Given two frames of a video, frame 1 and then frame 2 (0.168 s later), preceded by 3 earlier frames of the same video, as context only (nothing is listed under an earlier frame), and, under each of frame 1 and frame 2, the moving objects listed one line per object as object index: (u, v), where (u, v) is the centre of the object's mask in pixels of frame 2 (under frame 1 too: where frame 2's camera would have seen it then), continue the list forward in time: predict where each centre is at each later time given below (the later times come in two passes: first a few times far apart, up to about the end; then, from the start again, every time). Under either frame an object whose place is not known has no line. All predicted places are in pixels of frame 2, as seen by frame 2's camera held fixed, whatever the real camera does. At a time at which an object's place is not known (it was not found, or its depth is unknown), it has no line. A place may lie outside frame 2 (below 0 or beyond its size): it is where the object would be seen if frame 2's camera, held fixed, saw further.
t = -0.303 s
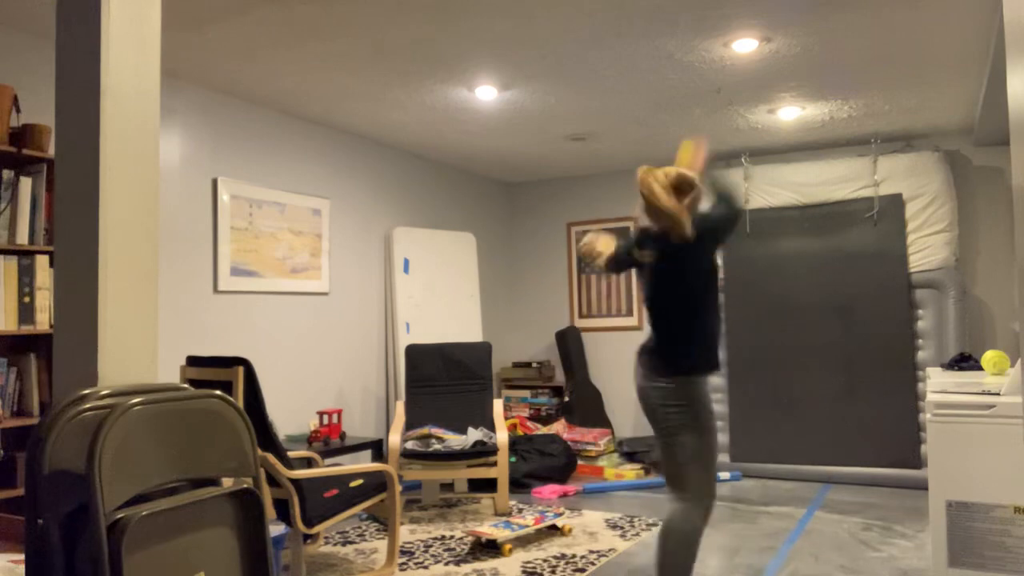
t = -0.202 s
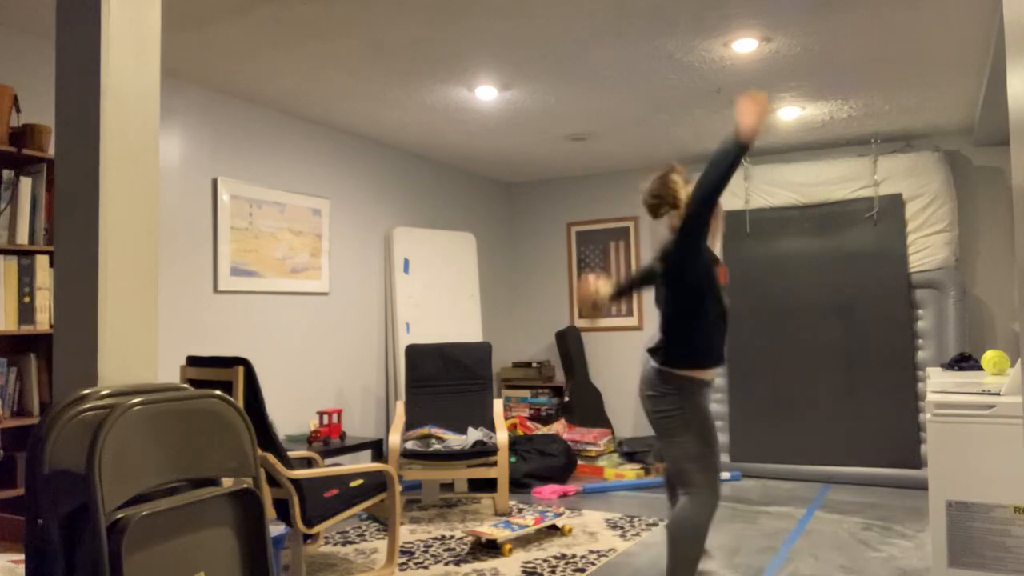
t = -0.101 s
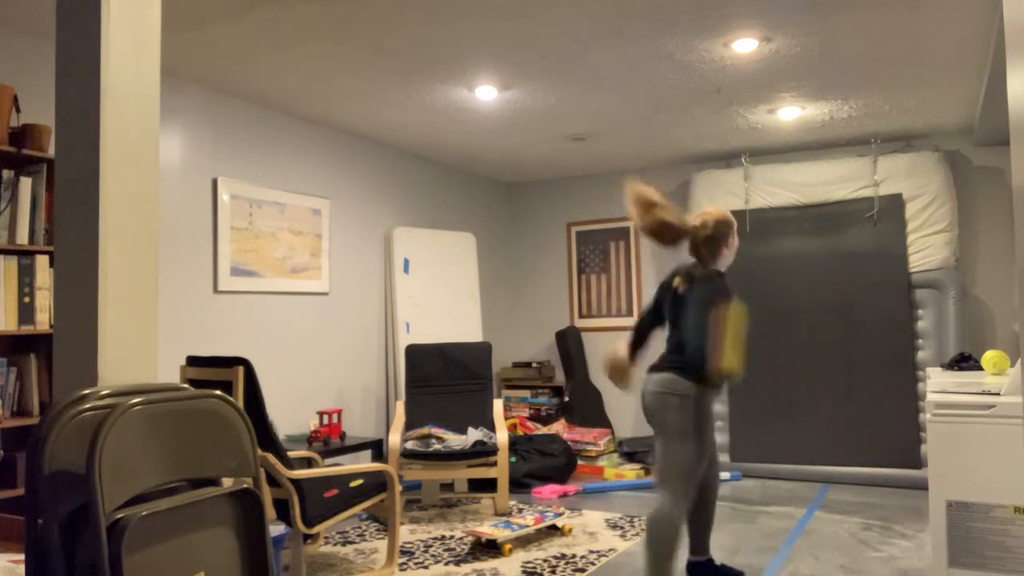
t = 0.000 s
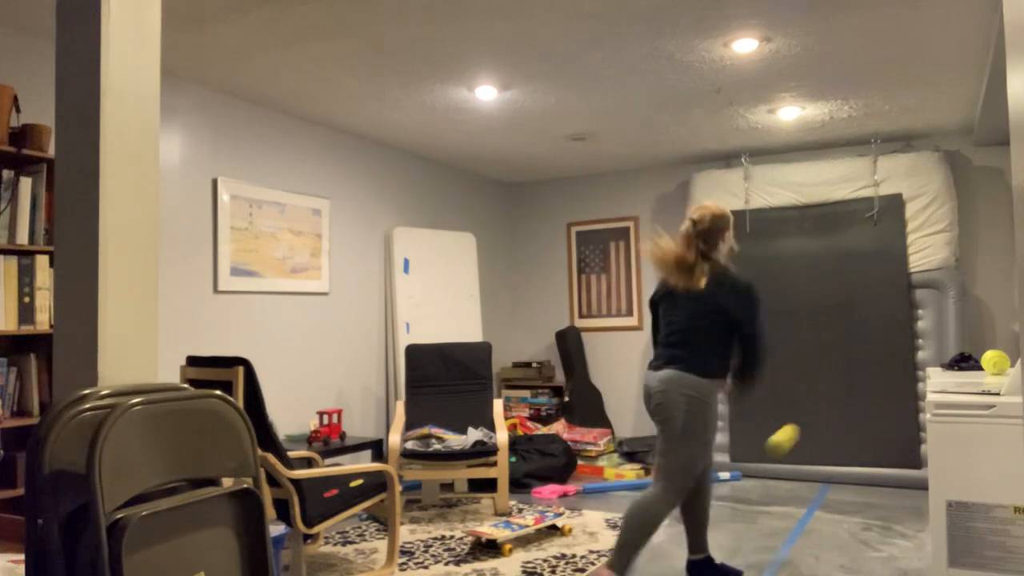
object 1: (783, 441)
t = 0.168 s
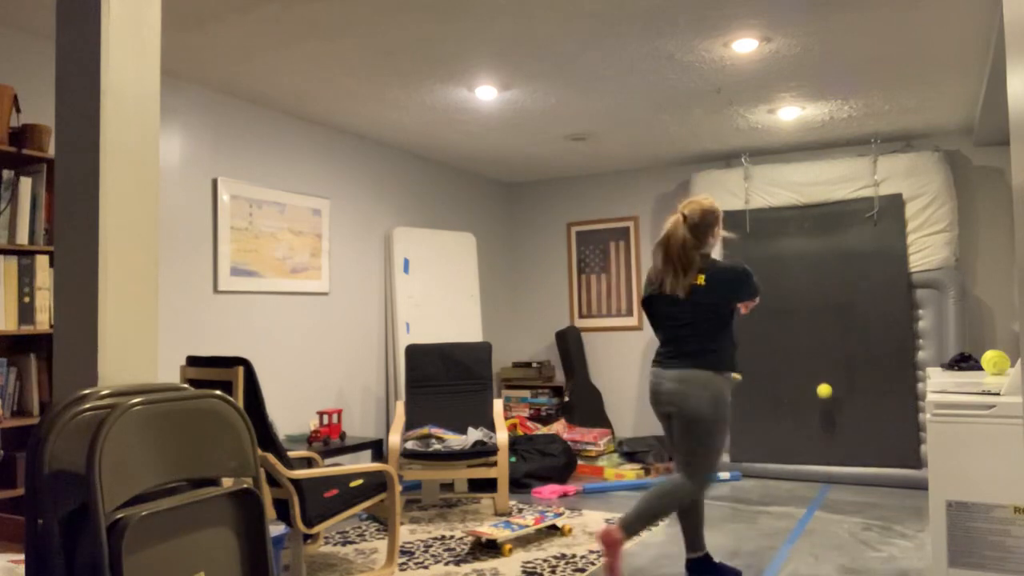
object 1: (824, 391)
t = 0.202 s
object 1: (824, 387)
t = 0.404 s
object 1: (825, 393)
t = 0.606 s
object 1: (829, 459)
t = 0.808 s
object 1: (820, 447)
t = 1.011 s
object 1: (808, 447)
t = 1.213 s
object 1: (797, 478)
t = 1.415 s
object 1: (788, 468)
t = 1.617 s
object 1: (778, 481)
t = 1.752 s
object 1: (773, 482)
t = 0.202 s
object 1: (824, 387)
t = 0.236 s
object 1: (824, 383)
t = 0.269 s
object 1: (825, 382)
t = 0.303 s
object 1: (825, 382)
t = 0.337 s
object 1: (825, 384)
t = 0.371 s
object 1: (825, 388)
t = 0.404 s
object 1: (825, 393)
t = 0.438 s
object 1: (826, 400)
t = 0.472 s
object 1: (826, 409)
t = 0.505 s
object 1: (827, 419)
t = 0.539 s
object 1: (828, 431)
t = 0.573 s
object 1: (828, 445)
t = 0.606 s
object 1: (829, 459)
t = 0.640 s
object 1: (829, 477)
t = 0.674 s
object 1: (829, 482)
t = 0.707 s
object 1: (827, 471)
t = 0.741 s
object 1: (824, 460)
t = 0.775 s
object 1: (822, 453)
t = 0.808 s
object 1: (820, 447)
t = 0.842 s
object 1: (818, 443)
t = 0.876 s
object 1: (816, 440)
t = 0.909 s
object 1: (814, 439)
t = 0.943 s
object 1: (812, 440)
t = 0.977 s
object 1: (810, 443)
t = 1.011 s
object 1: (808, 447)
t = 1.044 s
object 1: (806, 453)
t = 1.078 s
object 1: (804, 459)
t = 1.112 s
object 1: (802, 469)
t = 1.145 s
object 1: (801, 479)
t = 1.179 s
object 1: (799, 486)
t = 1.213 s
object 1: (797, 478)
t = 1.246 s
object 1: (796, 473)
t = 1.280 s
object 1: (794, 468)
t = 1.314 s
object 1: (792, 466)
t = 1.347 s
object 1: (791, 465)
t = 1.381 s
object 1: (789, 466)
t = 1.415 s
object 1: (788, 468)
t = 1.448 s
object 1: (786, 472)
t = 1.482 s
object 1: (784, 477)
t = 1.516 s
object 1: (783, 485)
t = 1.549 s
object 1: (782, 493)
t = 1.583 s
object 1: (779, 486)
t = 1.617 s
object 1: (778, 481)
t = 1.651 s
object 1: (777, 479)
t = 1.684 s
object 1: (775, 478)
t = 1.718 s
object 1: (774, 479)
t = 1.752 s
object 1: (773, 482)
